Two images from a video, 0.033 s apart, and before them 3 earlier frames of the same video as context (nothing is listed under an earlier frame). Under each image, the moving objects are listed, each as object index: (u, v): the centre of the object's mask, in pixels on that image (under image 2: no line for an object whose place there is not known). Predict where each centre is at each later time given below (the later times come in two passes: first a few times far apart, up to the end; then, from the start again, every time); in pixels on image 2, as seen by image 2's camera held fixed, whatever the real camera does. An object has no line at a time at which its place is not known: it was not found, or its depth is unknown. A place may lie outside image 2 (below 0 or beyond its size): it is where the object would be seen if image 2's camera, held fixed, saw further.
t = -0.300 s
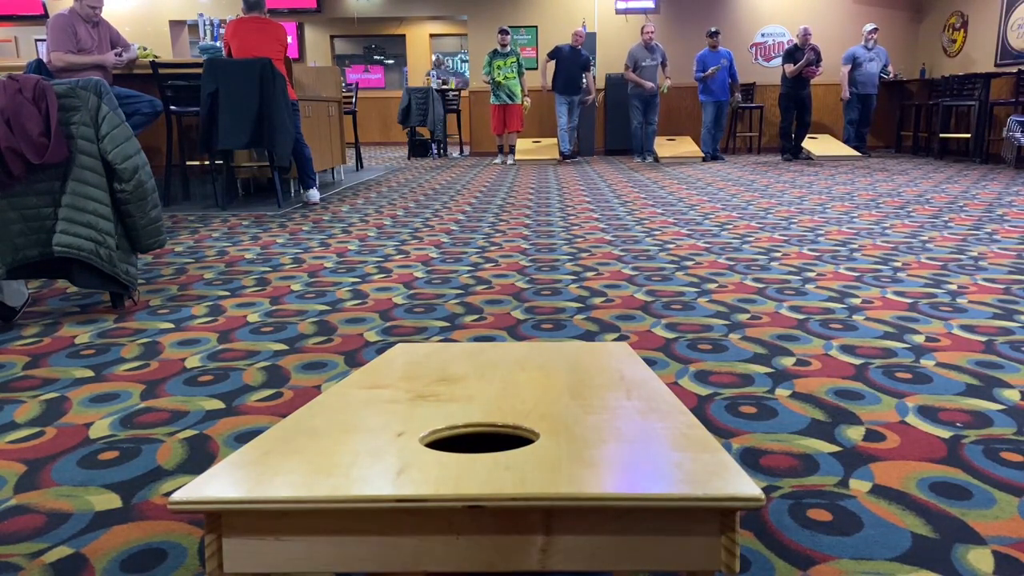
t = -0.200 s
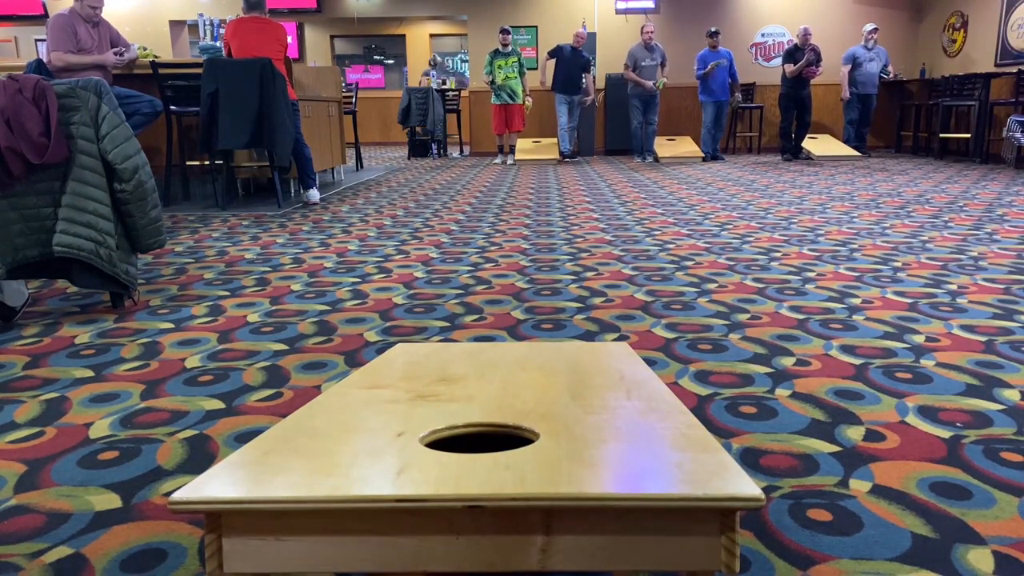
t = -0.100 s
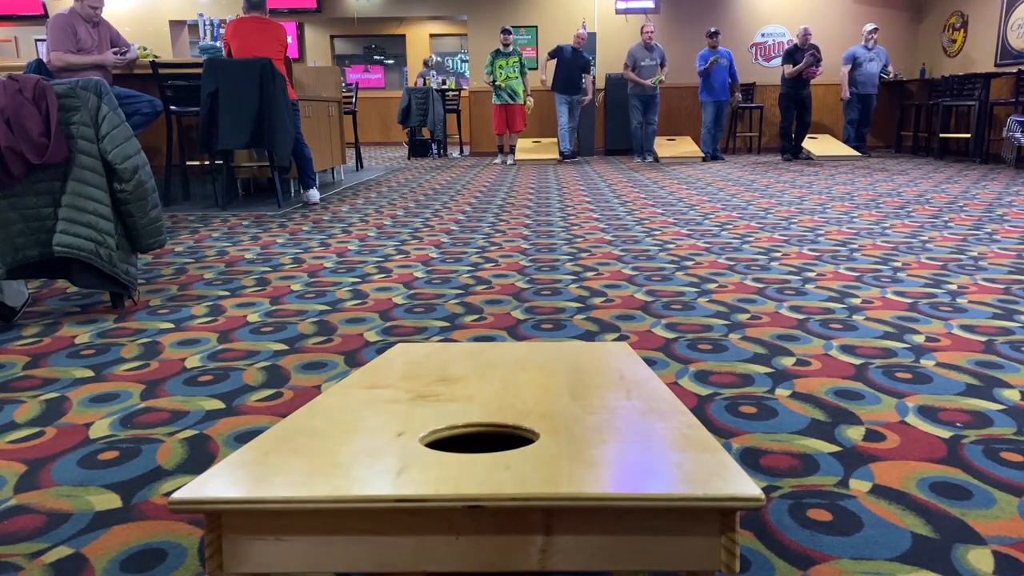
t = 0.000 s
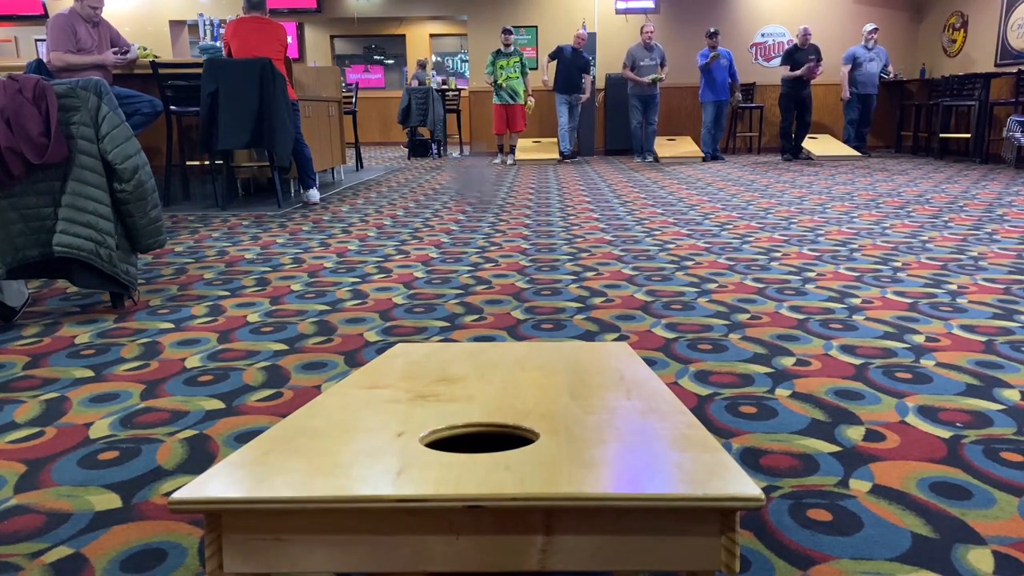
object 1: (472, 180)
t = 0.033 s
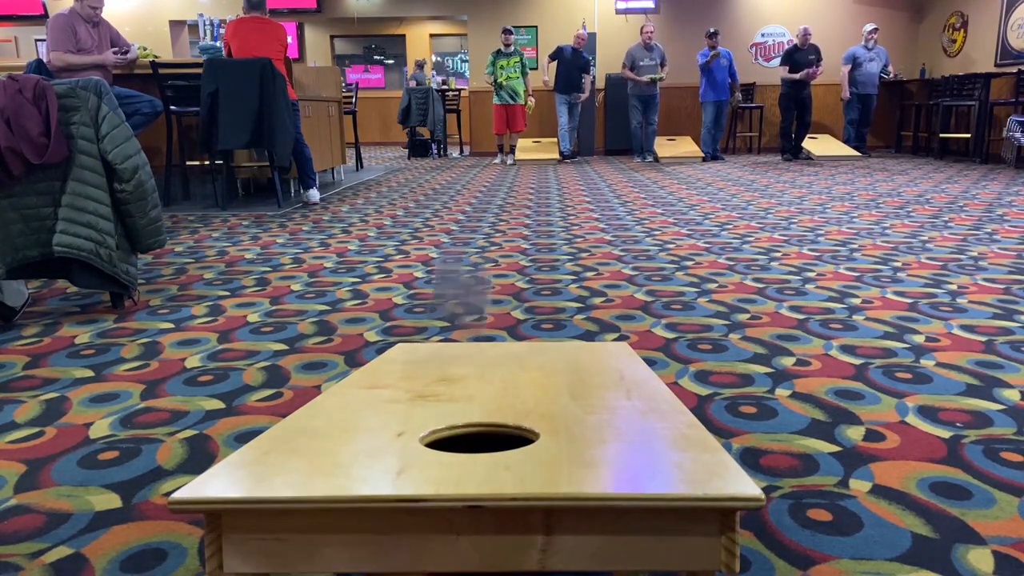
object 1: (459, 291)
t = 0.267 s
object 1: (415, 396)
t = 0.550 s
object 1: (402, 417)
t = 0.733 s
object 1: (402, 417)
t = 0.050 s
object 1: (453, 351)
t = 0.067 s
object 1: (450, 354)
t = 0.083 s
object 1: (448, 354)
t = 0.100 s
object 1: (445, 355)
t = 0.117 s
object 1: (443, 356)
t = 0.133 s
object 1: (440, 361)
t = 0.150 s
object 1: (437, 367)
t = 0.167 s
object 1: (433, 374)
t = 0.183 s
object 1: (431, 379)
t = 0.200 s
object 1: (428, 383)
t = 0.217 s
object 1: (424, 386)
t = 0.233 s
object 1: (420, 390)
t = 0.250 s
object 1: (418, 393)
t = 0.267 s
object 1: (415, 396)
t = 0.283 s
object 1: (413, 399)
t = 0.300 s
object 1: (410, 401)
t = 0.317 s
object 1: (408, 404)
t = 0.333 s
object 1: (406, 406)
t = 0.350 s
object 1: (405, 408)
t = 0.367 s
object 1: (403, 410)
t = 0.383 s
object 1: (403, 412)
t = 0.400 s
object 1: (402, 413)
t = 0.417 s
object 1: (401, 414)
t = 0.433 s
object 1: (401, 415)
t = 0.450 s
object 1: (402, 416)
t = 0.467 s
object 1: (402, 416)
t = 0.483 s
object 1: (402, 417)
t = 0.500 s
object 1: (402, 417)
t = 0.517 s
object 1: (402, 417)
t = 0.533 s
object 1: (402, 417)
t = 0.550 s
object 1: (402, 417)
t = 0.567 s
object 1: (402, 417)
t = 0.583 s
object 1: (402, 417)
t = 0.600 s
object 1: (402, 417)
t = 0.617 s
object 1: (402, 417)
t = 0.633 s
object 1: (402, 417)
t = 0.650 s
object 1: (402, 417)
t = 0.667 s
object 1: (402, 417)
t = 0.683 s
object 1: (402, 417)
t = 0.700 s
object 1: (402, 417)
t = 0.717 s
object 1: (402, 417)
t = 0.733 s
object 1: (402, 417)
